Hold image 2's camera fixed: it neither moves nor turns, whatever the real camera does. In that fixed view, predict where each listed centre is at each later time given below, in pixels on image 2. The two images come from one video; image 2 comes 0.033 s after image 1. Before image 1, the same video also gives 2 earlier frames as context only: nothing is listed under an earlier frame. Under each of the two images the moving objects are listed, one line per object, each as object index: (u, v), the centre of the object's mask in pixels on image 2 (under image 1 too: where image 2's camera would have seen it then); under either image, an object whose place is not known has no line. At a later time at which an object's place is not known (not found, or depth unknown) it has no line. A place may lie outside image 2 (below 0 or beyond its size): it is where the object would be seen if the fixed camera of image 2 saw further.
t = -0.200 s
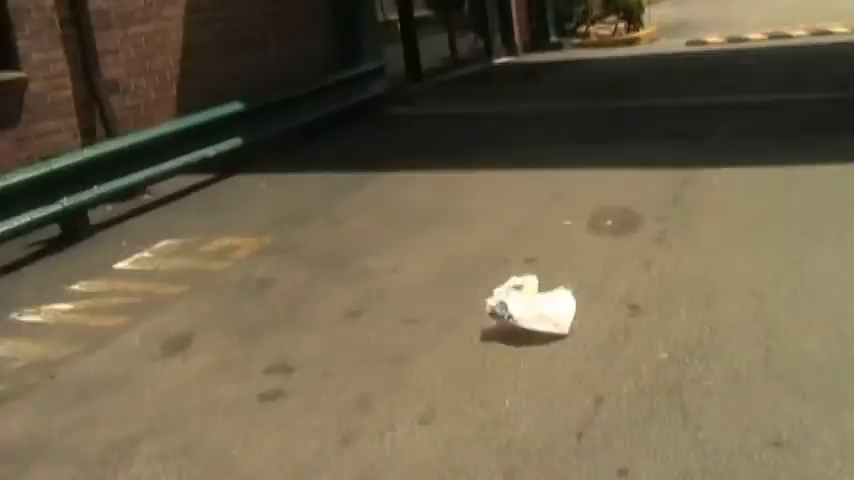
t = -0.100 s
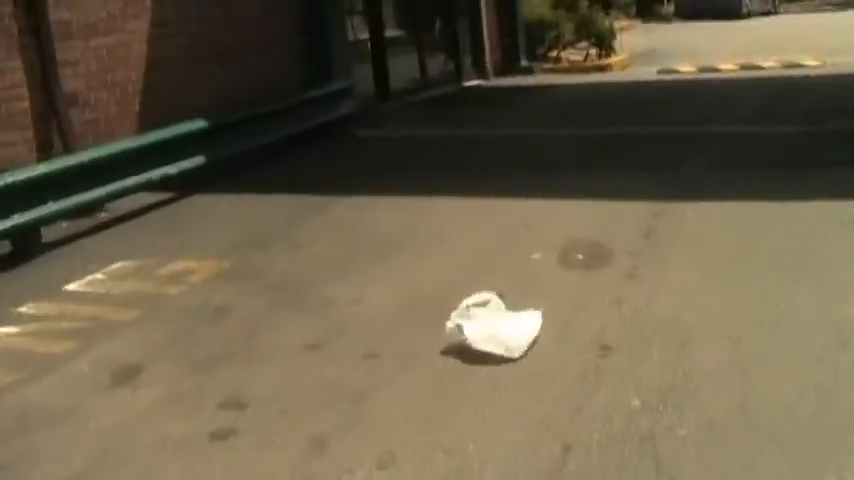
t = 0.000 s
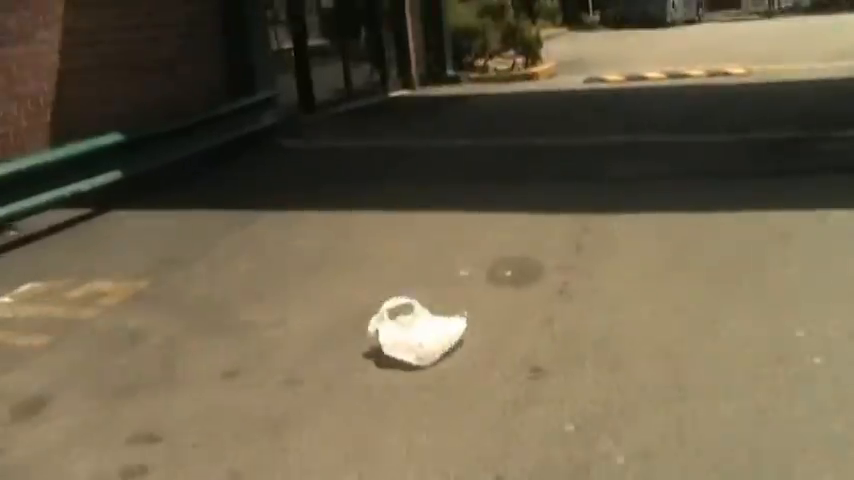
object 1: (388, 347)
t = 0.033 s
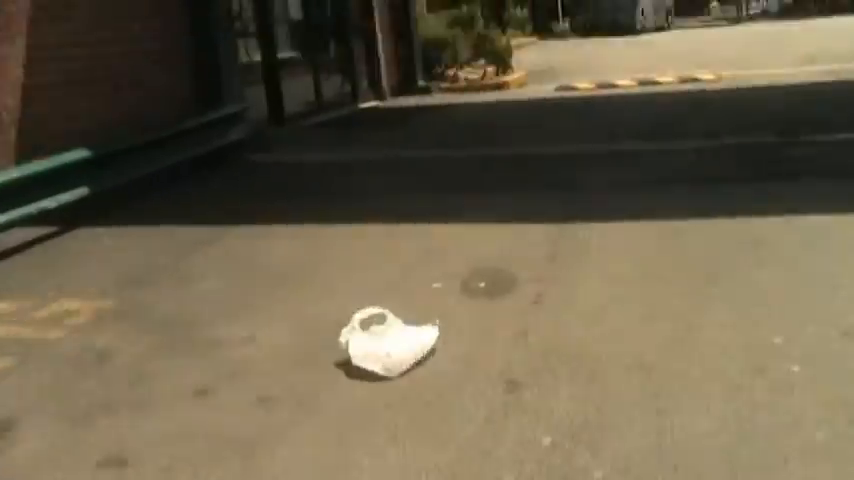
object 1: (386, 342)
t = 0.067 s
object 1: (383, 337)
